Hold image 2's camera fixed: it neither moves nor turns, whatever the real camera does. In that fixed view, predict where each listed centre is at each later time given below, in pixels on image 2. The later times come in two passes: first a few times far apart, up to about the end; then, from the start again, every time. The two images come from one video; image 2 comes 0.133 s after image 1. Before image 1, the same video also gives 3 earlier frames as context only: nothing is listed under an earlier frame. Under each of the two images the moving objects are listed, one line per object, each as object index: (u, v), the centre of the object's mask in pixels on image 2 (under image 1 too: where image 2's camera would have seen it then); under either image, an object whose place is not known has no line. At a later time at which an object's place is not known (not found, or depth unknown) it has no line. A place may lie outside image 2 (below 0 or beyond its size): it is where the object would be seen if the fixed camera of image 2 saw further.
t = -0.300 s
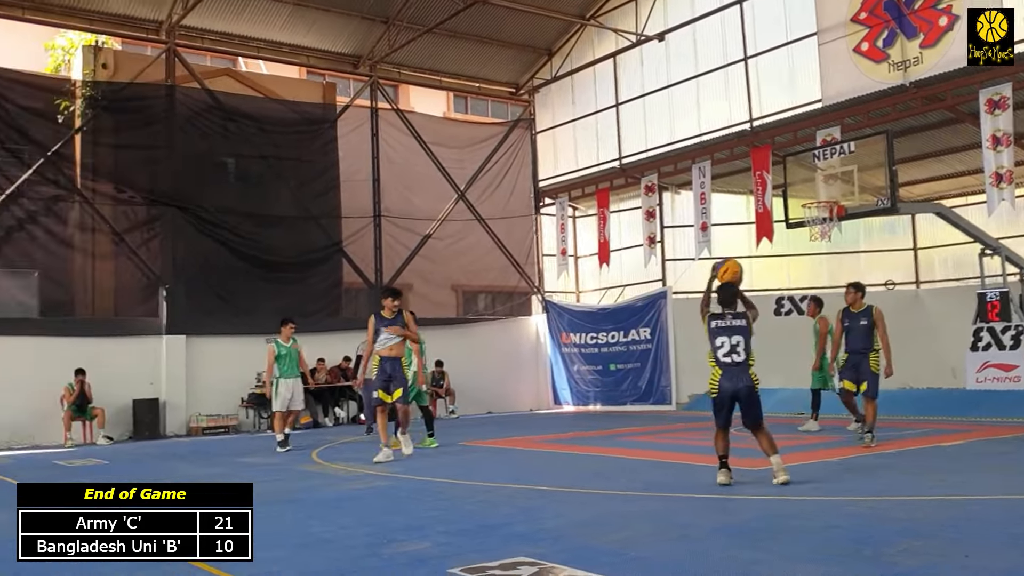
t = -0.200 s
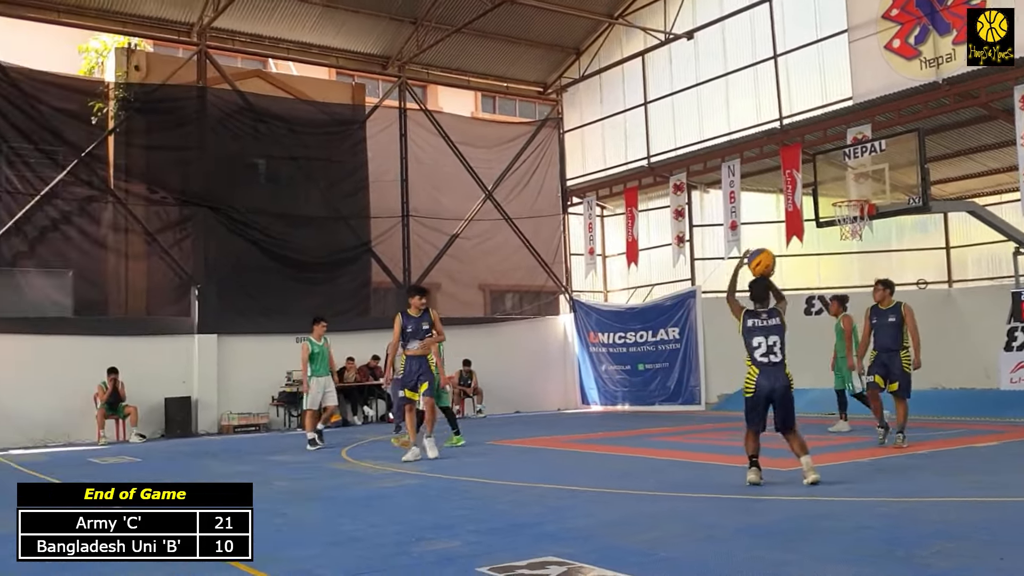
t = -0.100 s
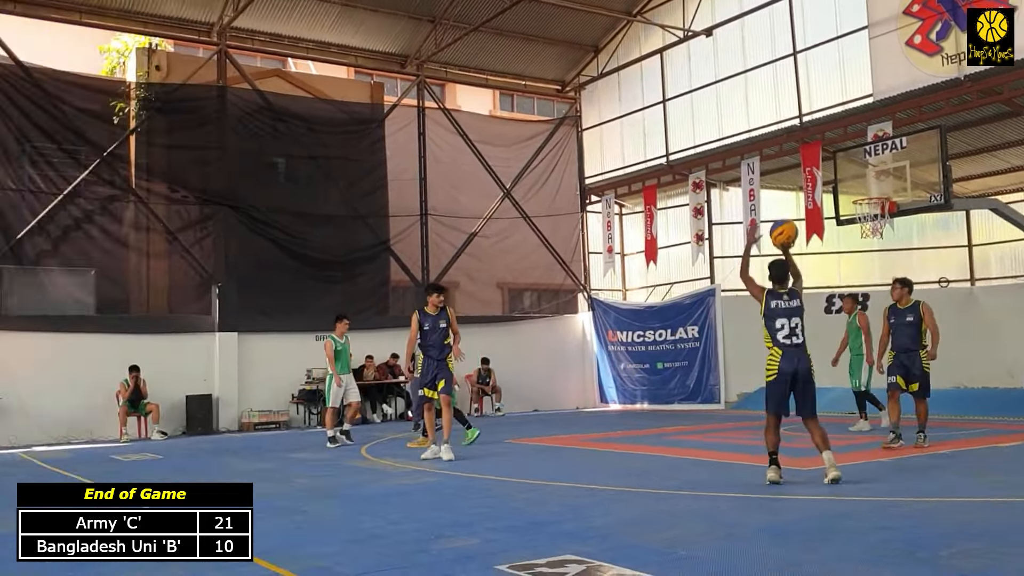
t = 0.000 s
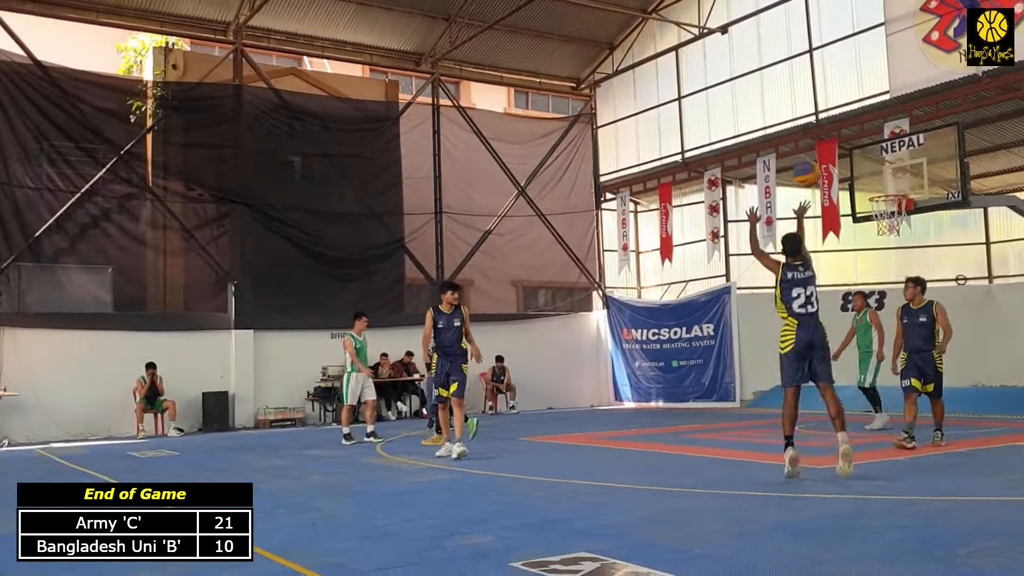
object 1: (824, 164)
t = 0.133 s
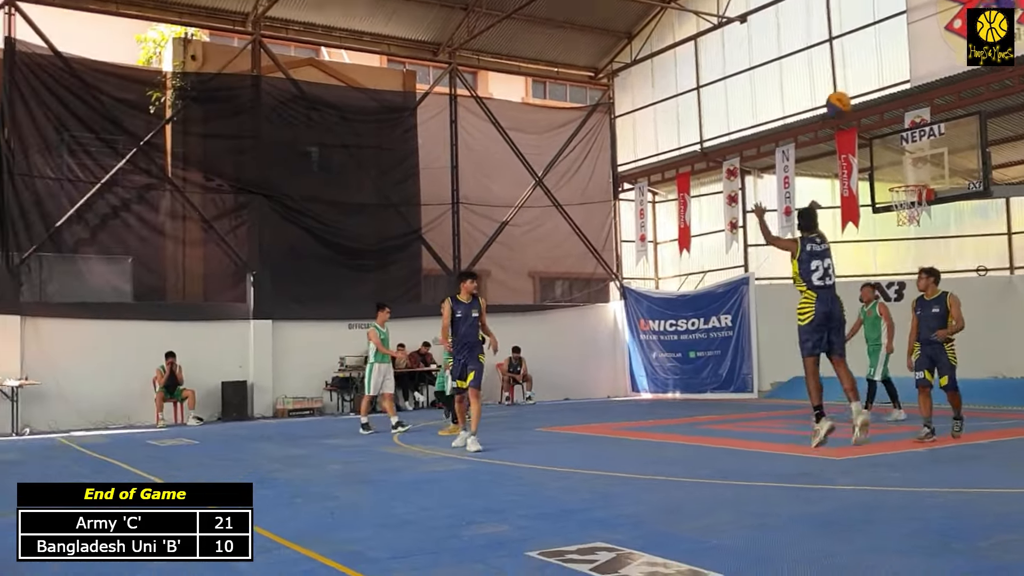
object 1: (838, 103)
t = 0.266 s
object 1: (849, 71)
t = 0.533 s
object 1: (869, 64)
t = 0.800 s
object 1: (883, 110)
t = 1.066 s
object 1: (890, 168)
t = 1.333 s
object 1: (865, 138)
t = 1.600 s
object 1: (844, 162)
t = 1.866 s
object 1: (825, 236)
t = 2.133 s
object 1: (808, 361)
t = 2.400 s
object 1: (794, 335)
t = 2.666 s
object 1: (782, 264)
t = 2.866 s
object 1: (776, 247)
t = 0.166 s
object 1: (841, 94)
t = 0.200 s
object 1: (844, 85)
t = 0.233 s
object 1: (846, 77)
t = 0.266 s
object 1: (849, 71)
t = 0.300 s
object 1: (852, 67)
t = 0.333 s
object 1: (854, 63)
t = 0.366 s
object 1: (857, 60)
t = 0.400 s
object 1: (860, 59)
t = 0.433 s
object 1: (862, 59)
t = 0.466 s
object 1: (864, 60)
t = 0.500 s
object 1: (867, 61)
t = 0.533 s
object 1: (869, 64)
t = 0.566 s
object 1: (871, 68)
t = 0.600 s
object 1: (873, 72)
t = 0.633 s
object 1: (875, 77)
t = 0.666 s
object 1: (878, 82)
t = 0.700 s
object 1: (880, 89)
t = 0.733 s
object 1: (882, 96)
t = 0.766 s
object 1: (883, 103)
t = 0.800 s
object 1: (883, 110)
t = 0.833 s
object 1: (885, 120)
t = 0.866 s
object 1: (886, 130)
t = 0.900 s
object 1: (889, 141)
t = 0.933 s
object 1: (890, 153)
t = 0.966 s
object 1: (891, 163)
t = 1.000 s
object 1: (895, 176)
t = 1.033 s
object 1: (893, 175)
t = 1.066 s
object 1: (890, 168)
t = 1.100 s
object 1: (887, 161)
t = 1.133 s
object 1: (884, 155)
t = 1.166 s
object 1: (881, 150)
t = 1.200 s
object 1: (878, 146)
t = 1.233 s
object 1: (875, 144)
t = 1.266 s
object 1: (872, 141)
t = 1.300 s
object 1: (868, 139)
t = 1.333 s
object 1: (865, 138)
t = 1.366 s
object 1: (863, 138)
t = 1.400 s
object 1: (860, 139)
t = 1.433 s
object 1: (857, 140)
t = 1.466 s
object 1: (854, 143)
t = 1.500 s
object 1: (852, 146)
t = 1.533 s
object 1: (848, 151)
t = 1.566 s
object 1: (846, 155)
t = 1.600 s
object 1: (844, 162)
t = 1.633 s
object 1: (841, 168)
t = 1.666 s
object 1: (839, 176)
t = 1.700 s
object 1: (836, 183)
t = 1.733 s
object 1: (833, 193)
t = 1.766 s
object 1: (832, 202)
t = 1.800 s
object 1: (829, 213)
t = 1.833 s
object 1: (828, 224)
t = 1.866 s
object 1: (825, 236)
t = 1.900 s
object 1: (823, 249)
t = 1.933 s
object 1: (820, 263)
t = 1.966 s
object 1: (818, 277)
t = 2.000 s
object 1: (816, 292)
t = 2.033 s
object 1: (814, 308)
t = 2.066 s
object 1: (812, 325)
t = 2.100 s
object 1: (810, 342)
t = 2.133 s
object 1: (808, 361)
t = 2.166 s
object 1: (805, 380)
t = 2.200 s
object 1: (804, 399)
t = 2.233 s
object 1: (802, 410)
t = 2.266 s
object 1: (800, 393)
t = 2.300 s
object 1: (799, 377)
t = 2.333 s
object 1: (797, 362)
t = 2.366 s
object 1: (796, 348)
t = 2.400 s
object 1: (794, 335)
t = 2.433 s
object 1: (793, 323)
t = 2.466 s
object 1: (791, 311)
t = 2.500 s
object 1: (790, 301)
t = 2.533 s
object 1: (788, 292)
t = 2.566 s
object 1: (787, 284)
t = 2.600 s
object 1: (785, 276)
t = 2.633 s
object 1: (784, 269)
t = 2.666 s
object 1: (782, 264)
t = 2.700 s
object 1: (781, 259)
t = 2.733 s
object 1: (780, 255)
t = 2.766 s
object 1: (779, 252)
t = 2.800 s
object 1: (778, 250)
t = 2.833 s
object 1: (777, 248)
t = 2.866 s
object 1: (776, 247)
